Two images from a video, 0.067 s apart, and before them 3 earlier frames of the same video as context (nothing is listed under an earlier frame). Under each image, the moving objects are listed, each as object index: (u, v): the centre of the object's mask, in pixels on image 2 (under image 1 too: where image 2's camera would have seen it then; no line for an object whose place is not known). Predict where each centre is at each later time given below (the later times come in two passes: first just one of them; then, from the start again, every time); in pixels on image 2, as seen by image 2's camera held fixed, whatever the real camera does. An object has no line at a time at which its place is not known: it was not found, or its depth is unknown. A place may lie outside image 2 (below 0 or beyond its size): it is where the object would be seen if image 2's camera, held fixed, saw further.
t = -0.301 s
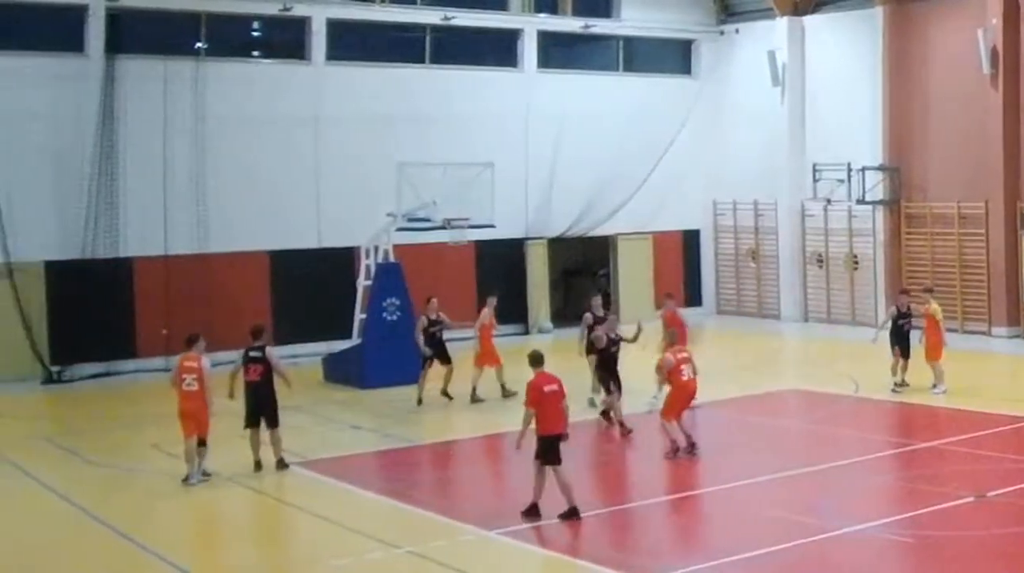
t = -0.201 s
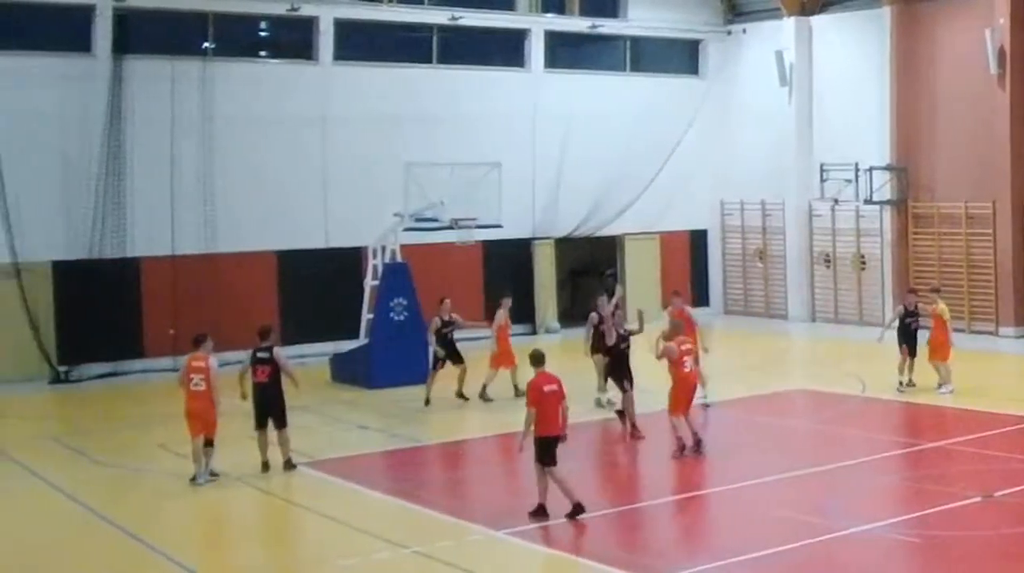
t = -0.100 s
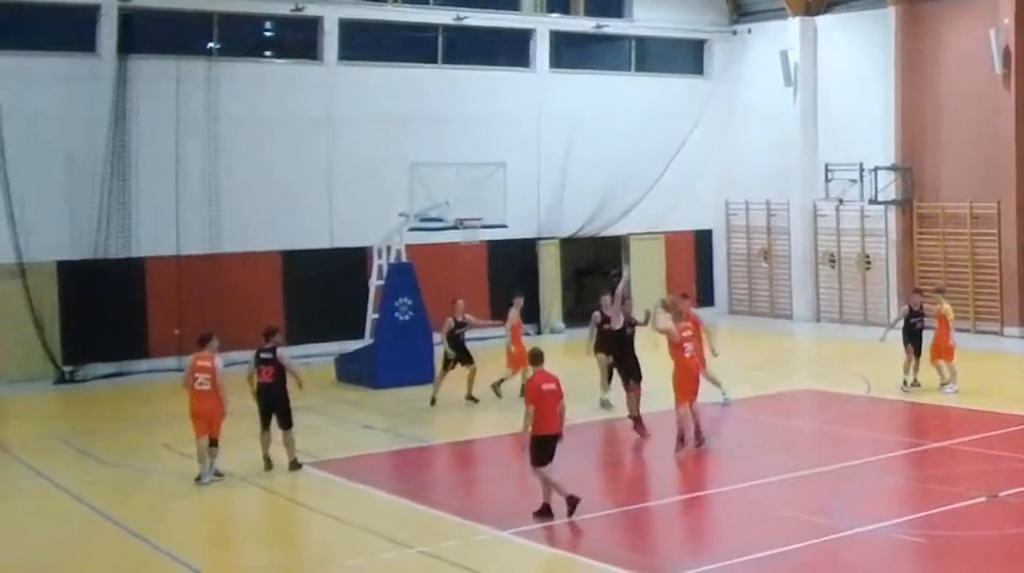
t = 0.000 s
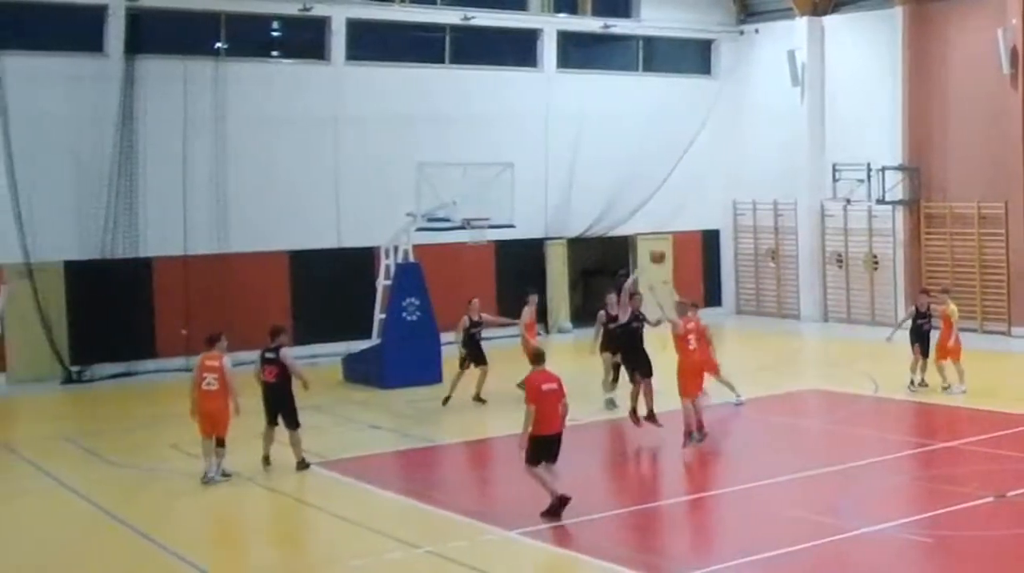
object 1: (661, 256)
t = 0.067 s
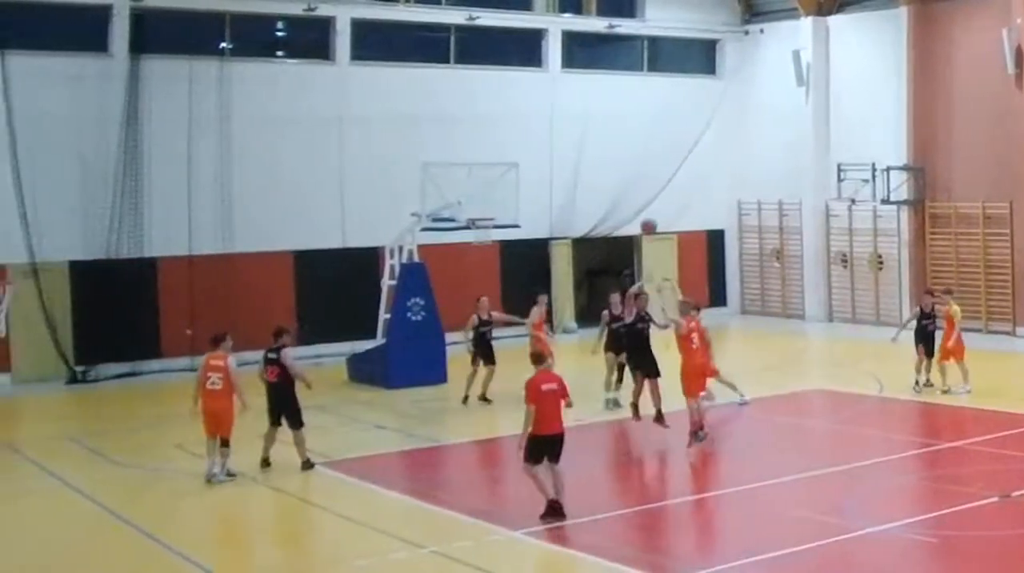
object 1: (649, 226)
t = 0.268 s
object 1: (614, 159)
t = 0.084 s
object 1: (645, 219)
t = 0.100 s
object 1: (642, 212)
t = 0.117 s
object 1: (639, 206)
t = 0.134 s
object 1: (636, 200)
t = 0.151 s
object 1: (633, 194)
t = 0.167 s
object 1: (630, 188)
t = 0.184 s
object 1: (627, 182)
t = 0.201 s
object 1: (625, 177)
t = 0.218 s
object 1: (622, 172)
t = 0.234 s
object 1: (619, 167)
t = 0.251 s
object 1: (617, 163)
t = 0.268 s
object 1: (614, 159)
